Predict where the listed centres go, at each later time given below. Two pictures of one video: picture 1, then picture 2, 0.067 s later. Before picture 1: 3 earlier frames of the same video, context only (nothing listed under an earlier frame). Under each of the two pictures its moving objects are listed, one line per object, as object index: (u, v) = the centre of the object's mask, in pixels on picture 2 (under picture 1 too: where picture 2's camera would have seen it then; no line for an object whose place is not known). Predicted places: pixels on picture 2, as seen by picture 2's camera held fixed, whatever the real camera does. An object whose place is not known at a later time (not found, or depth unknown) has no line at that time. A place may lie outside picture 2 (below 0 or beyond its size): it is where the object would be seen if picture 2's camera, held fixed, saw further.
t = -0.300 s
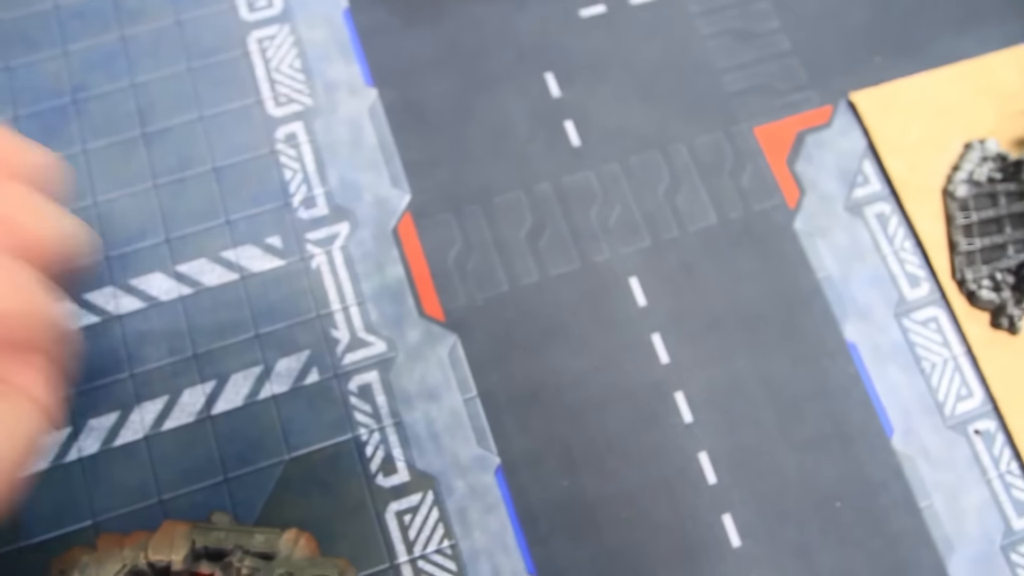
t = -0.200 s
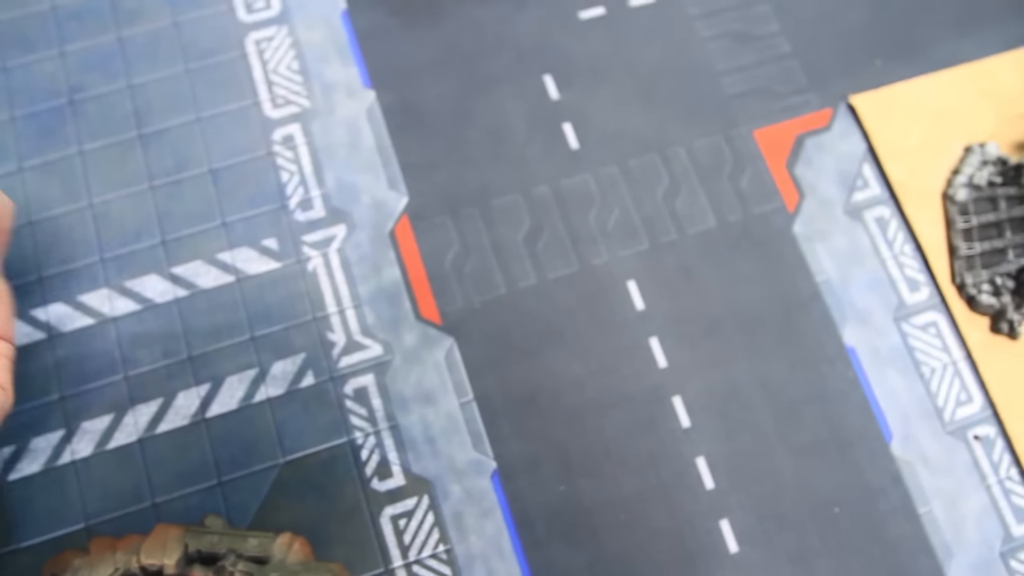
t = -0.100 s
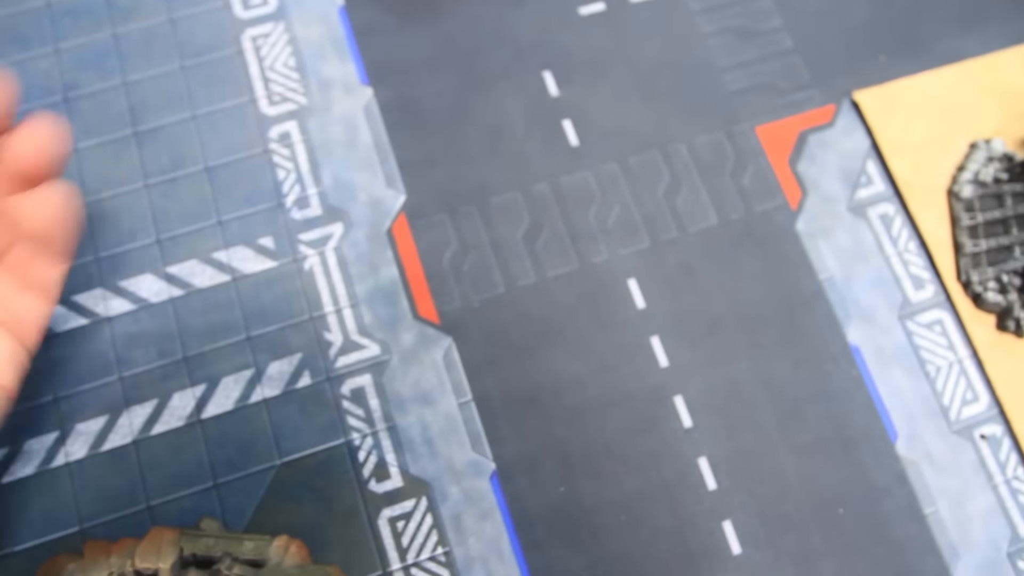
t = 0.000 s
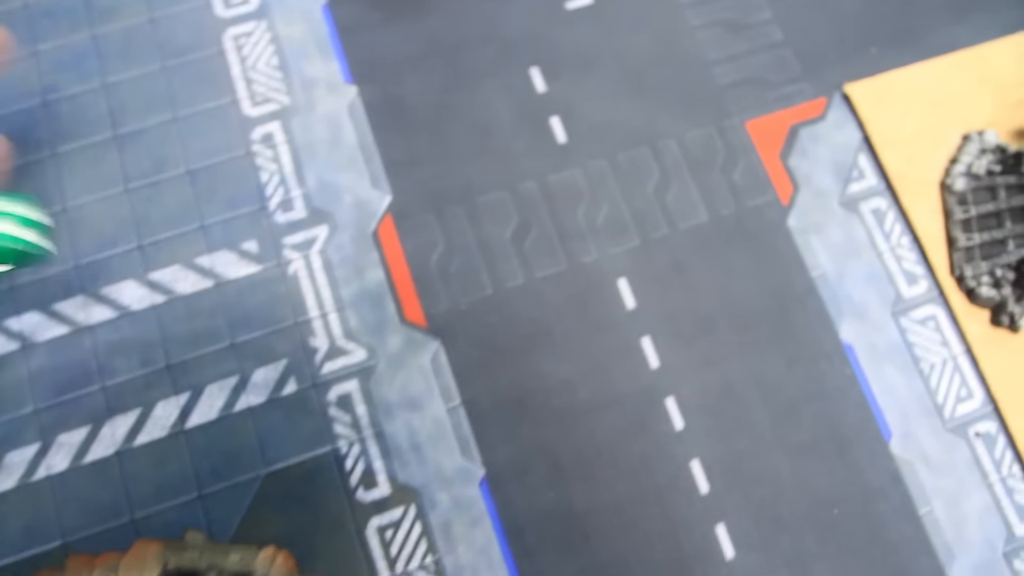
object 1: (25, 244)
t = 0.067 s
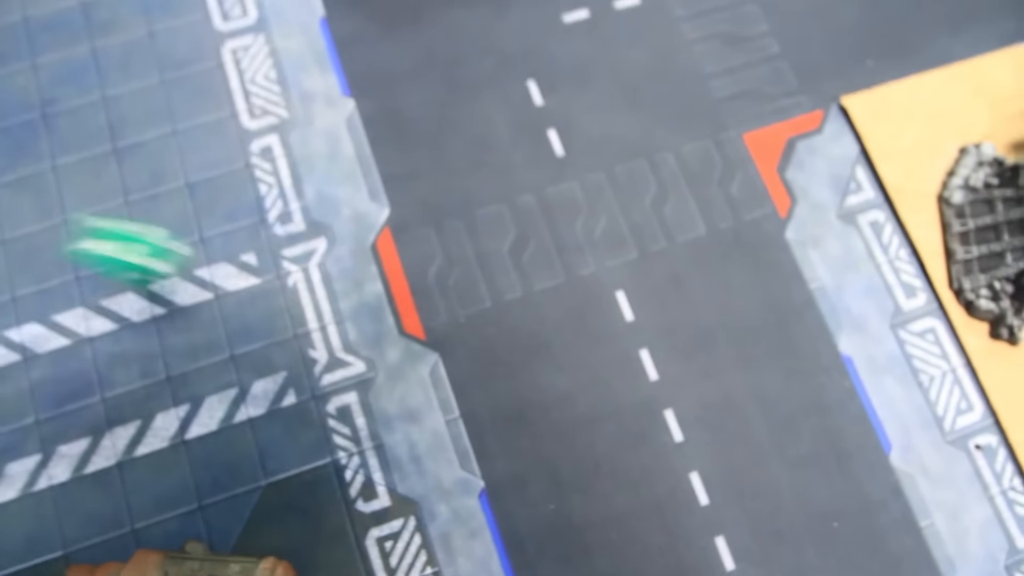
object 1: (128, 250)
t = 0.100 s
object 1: (202, 269)
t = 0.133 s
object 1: (264, 291)
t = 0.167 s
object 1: (332, 294)
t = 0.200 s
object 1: (388, 307)
